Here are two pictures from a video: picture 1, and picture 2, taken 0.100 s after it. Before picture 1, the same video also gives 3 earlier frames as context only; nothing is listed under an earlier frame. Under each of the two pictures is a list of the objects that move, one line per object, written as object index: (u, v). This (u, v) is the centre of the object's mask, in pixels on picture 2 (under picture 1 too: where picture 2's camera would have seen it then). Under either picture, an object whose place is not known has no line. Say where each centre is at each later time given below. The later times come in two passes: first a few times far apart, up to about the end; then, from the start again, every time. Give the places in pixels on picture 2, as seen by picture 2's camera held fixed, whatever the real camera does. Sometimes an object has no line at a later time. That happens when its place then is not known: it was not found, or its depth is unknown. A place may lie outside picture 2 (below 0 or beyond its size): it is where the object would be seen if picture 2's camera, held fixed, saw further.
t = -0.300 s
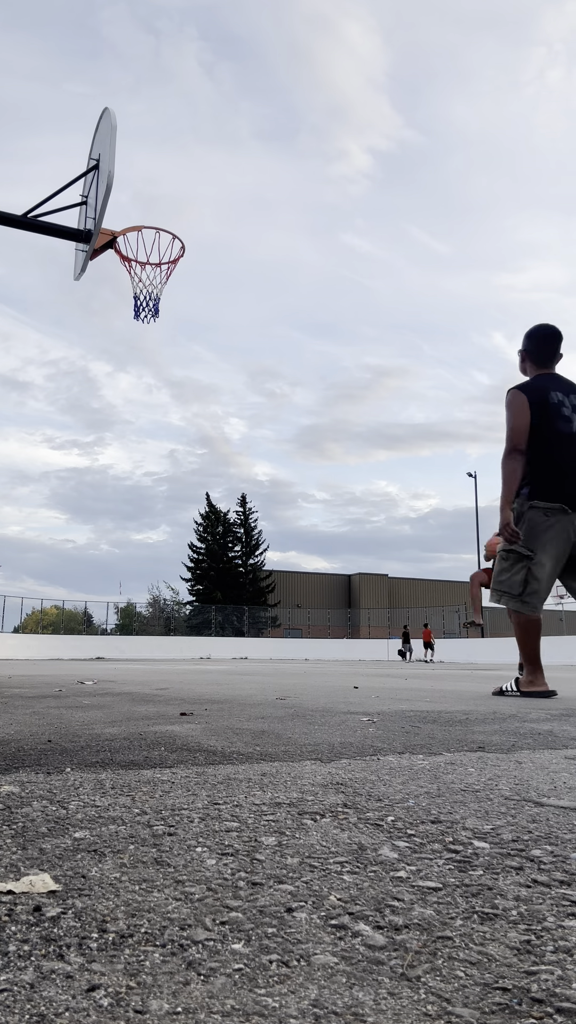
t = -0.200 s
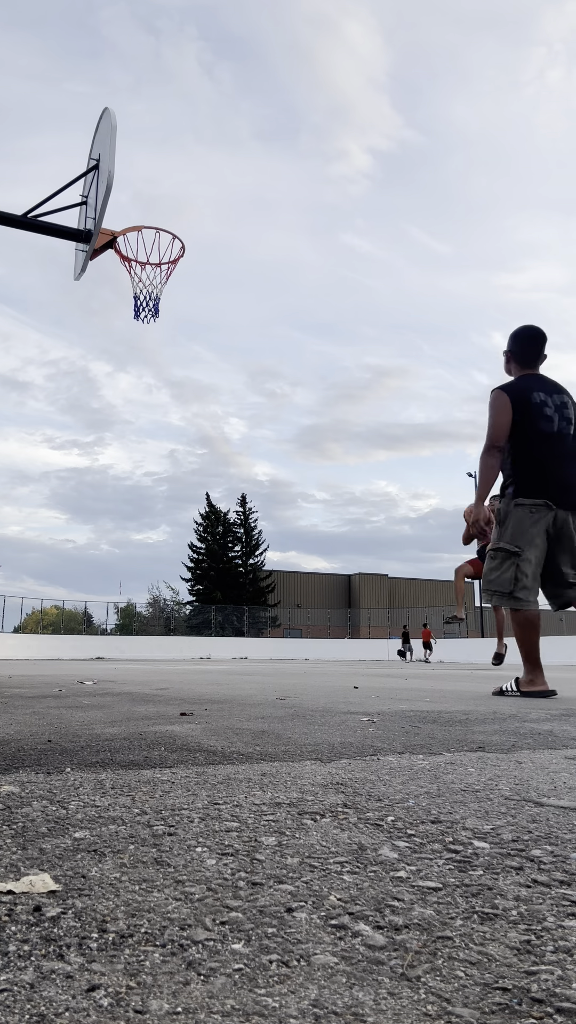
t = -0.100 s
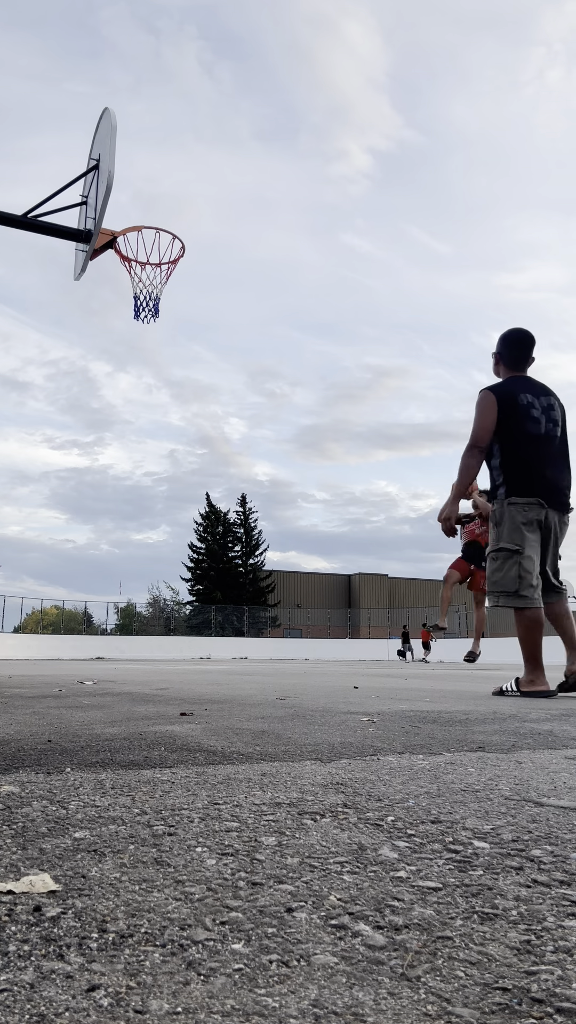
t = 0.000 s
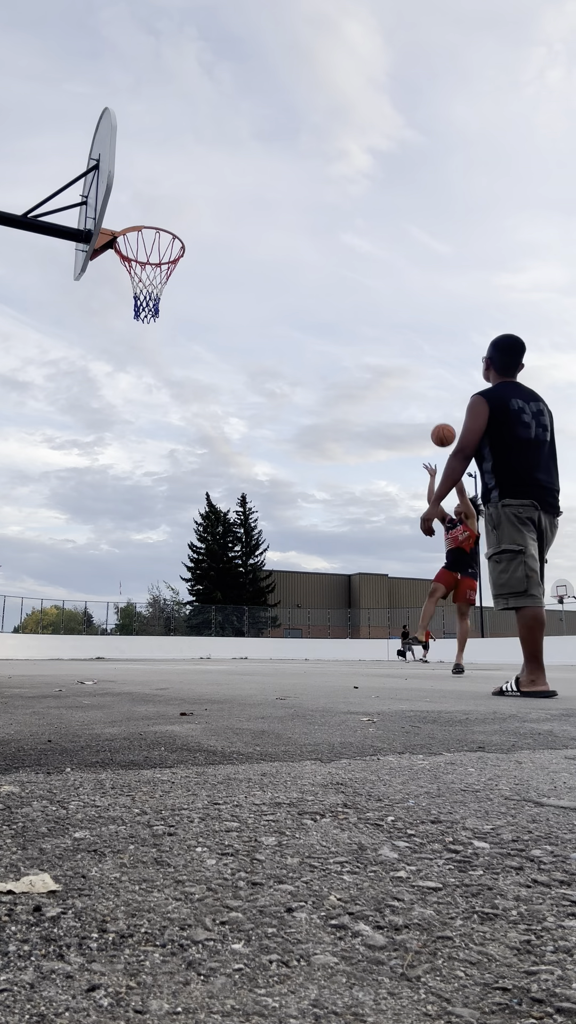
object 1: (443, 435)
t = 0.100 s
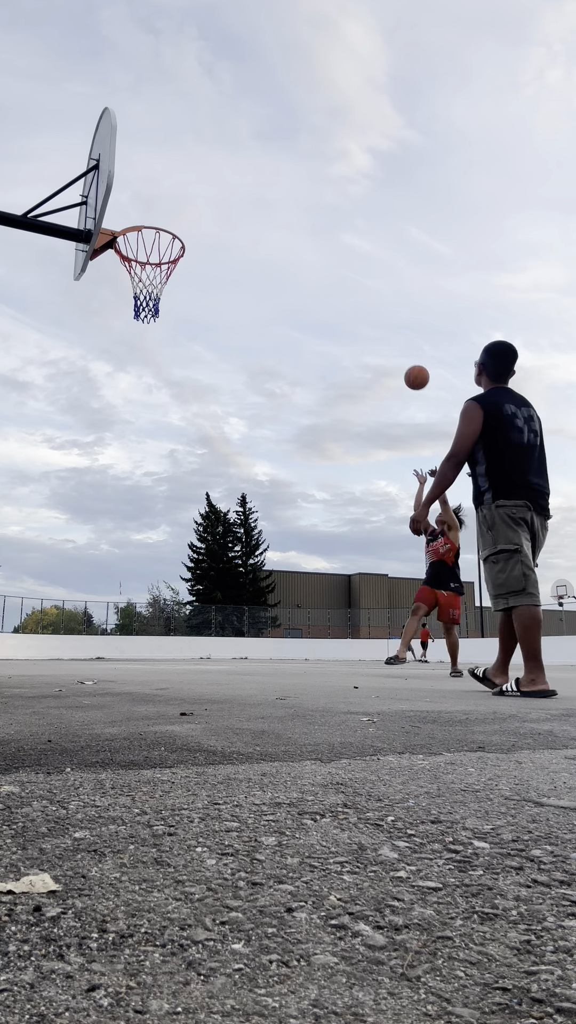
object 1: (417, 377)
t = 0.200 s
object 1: (390, 327)
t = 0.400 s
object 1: (332, 249)
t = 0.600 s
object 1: (267, 204)
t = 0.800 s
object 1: (190, 200)
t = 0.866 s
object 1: (161, 209)
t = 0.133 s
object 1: (408, 360)
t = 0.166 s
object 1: (399, 343)
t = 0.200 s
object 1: (390, 327)
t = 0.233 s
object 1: (381, 312)
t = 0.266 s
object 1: (371, 298)
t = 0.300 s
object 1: (362, 284)
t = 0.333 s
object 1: (352, 272)
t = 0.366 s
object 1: (342, 260)
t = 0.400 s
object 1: (332, 249)
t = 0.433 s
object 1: (322, 239)
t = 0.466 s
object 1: (312, 230)
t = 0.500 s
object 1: (301, 222)
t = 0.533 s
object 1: (290, 215)
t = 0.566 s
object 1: (279, 209)
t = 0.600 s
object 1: (267, 204)
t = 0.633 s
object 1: (255, 200)
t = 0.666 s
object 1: (243, 198)
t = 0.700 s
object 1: (231, 196)
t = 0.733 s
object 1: (218, 196)
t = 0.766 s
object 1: (204, 197)
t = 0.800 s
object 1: (190, 200)
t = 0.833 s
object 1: (175, 204)
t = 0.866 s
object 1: (161, 209)
